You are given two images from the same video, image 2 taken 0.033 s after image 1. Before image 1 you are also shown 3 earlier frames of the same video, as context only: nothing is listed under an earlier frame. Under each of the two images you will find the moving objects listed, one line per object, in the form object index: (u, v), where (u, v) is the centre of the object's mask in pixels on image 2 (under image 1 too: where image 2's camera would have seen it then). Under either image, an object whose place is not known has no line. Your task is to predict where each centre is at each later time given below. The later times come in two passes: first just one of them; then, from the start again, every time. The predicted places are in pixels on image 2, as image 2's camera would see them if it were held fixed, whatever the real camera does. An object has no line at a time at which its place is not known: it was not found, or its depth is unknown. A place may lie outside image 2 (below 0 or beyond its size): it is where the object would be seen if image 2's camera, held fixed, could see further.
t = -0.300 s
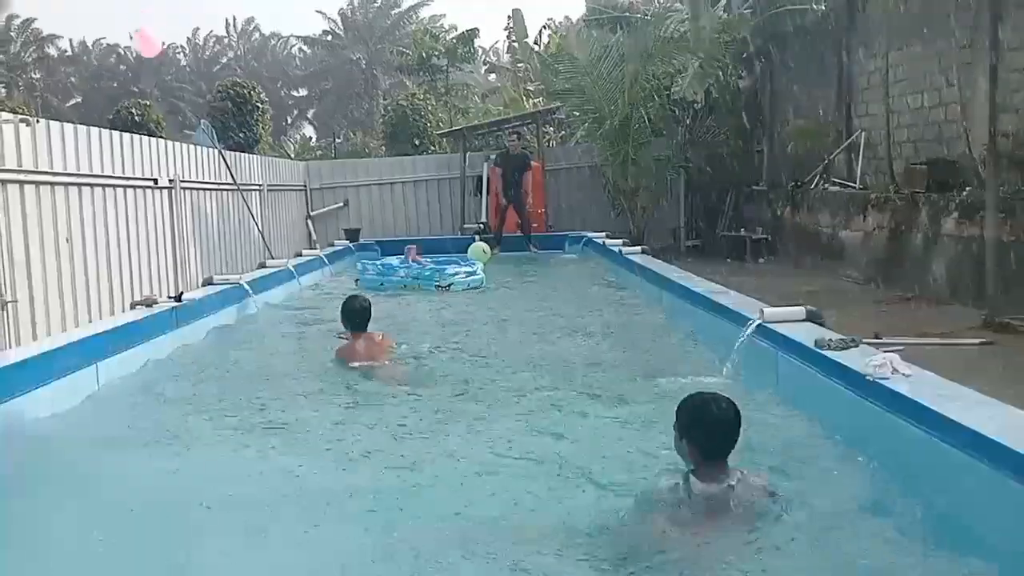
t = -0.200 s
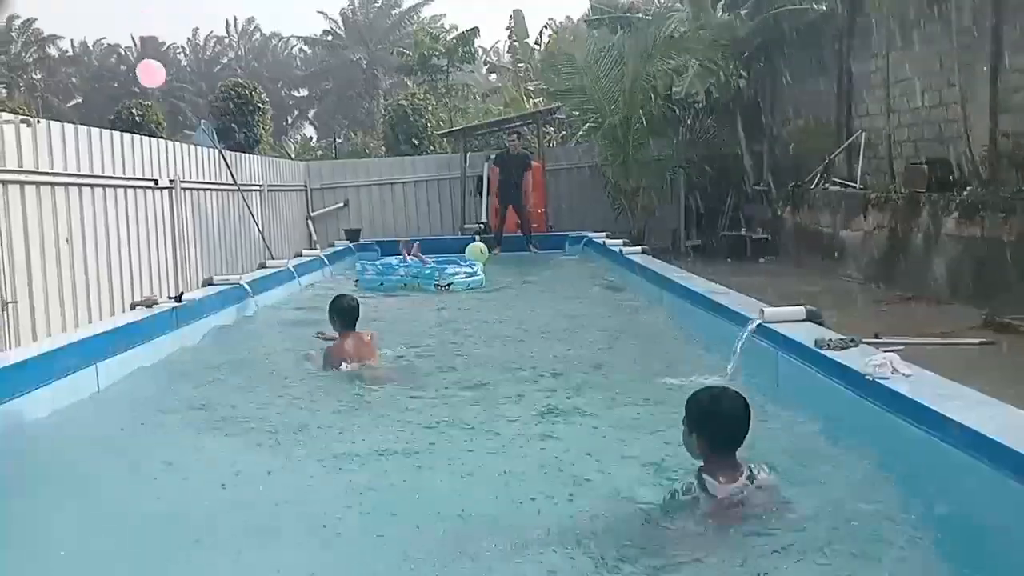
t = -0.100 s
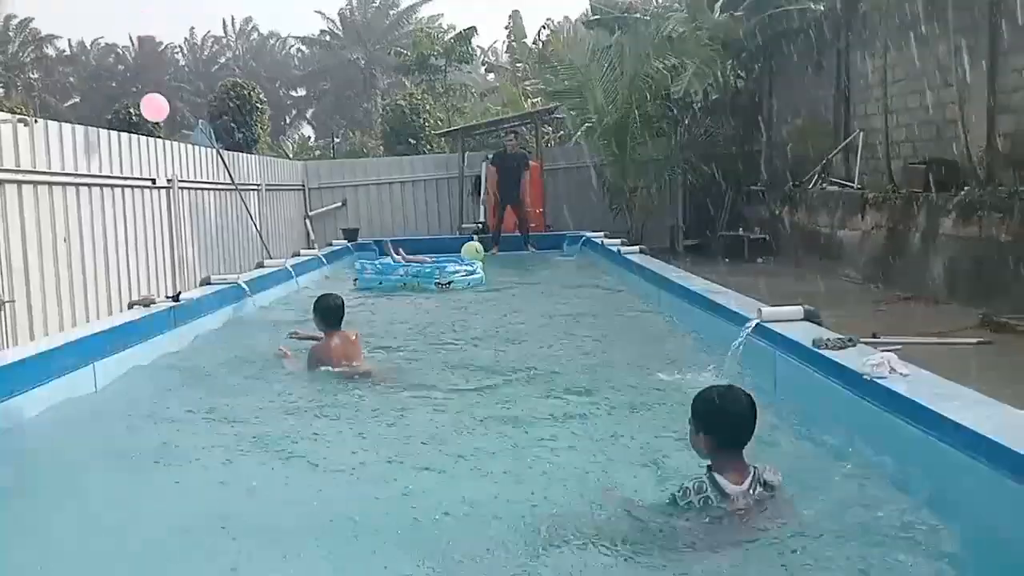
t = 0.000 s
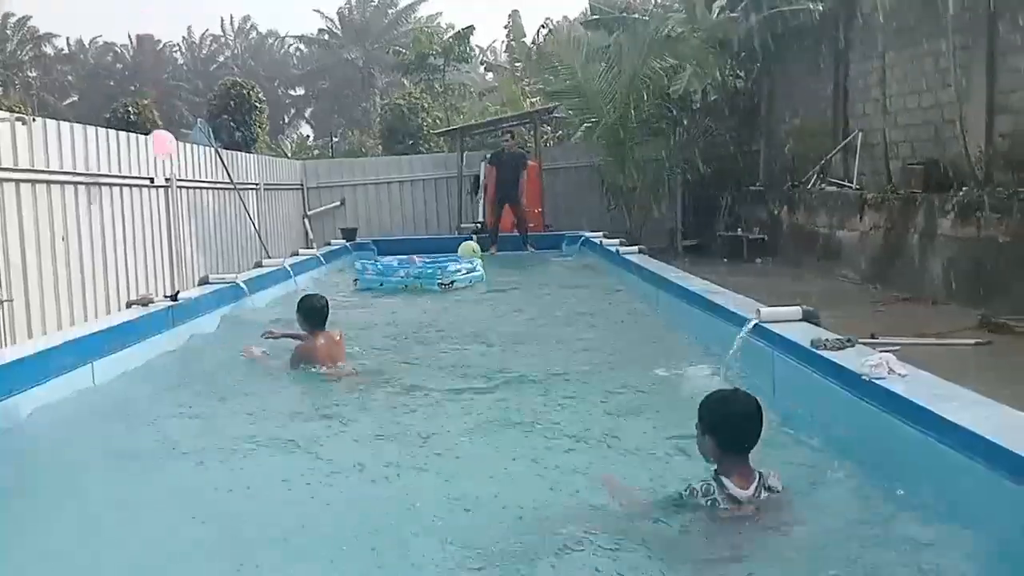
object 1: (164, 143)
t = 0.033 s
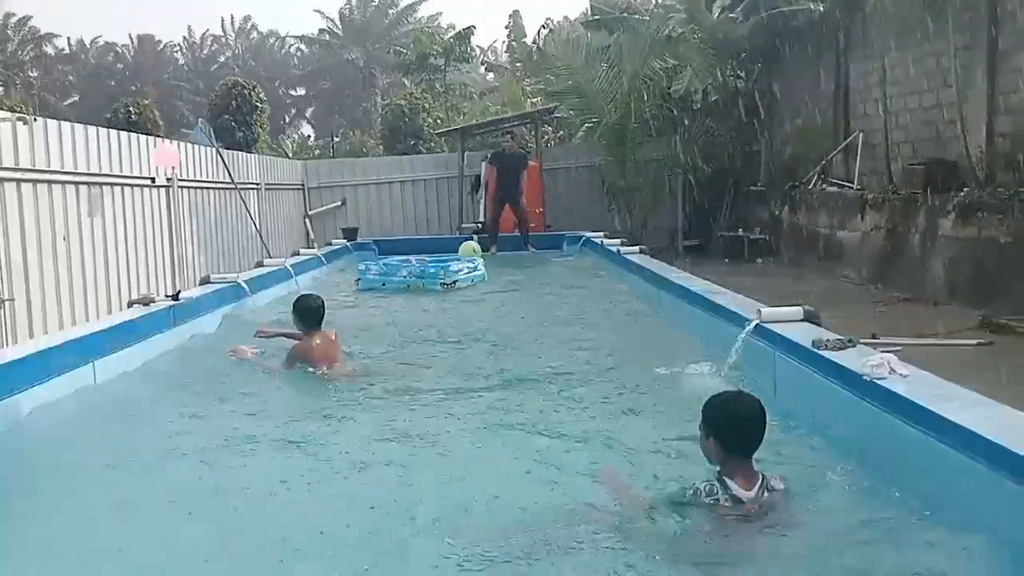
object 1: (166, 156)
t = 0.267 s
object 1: (179, 251)
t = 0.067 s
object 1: (169, 169)
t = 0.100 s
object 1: (172, 182)
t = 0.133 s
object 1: (173, 195)
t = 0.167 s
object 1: (175, 210)
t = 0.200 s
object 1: (177, 223)
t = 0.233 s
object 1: (179, 237)
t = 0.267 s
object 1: (179, 251)
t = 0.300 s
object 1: (182, 264)
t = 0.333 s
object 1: (183, 278)
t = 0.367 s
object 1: (183, 286)
